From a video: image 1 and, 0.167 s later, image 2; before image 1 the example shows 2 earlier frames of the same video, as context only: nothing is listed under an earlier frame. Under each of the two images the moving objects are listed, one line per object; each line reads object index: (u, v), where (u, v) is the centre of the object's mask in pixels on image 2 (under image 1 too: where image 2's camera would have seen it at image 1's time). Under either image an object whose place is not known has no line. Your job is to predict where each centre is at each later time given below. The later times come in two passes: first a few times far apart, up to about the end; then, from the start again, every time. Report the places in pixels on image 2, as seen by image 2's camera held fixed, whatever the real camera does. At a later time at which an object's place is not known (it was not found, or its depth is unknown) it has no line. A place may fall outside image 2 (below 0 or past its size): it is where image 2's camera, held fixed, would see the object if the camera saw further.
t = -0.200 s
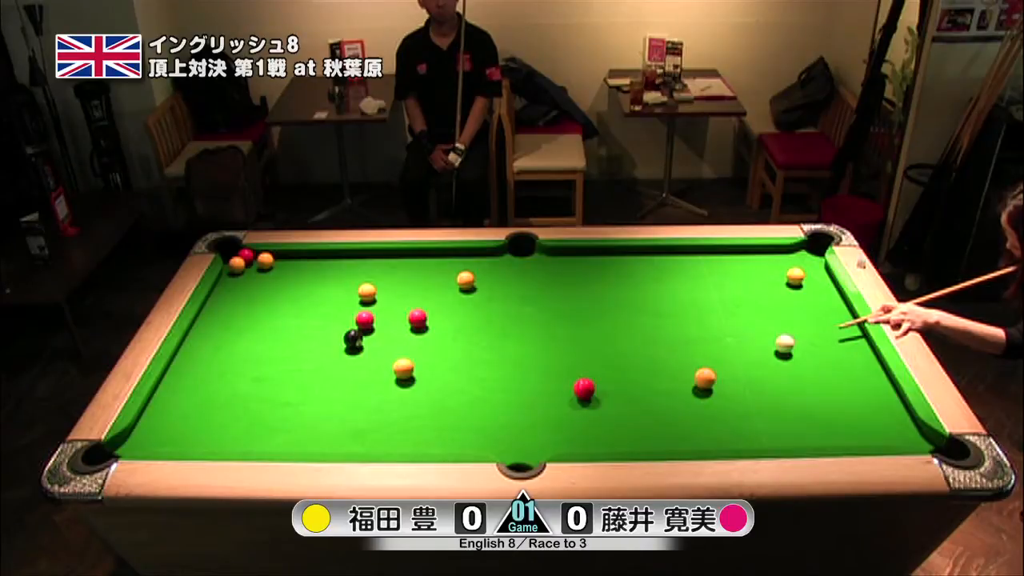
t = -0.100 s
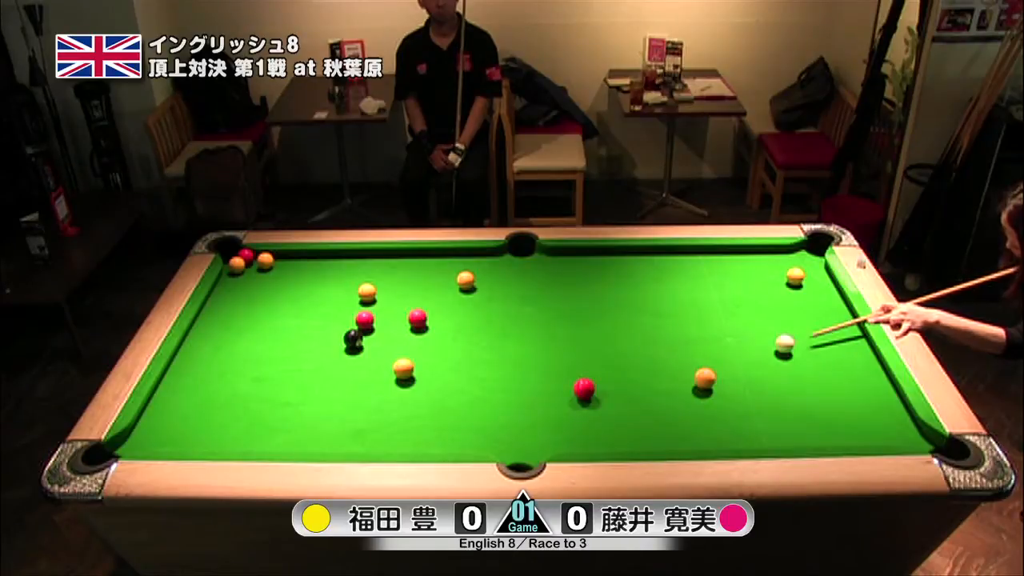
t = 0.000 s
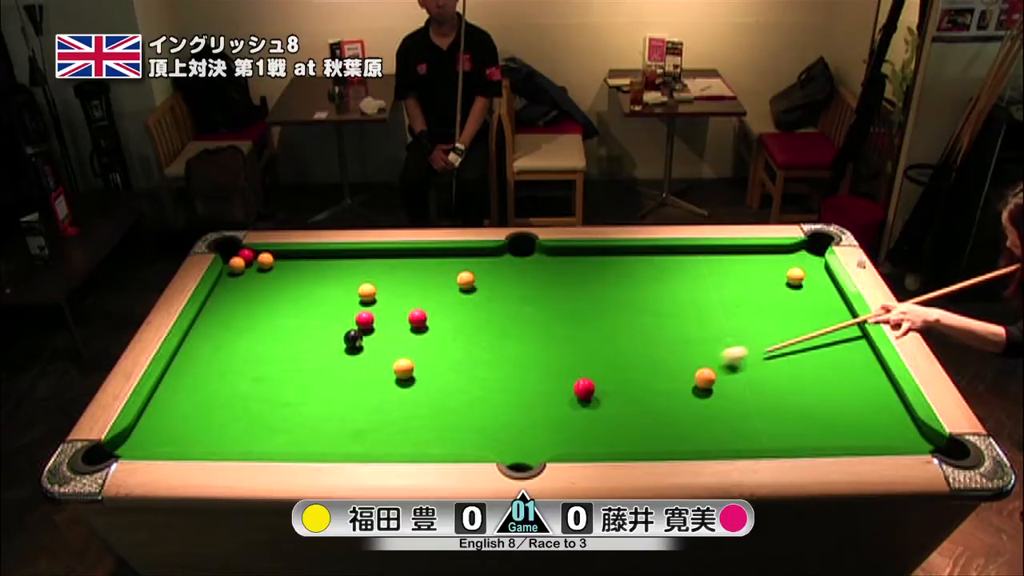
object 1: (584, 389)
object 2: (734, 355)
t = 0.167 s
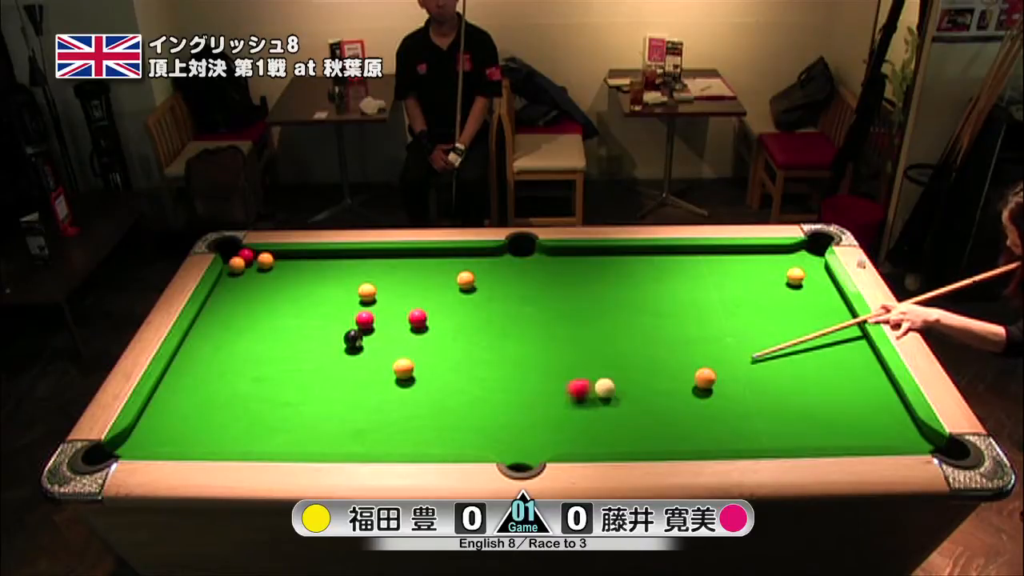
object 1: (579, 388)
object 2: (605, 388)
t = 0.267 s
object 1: (513, 395)
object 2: (608, 397)
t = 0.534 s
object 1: (378, 410)
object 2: (597, 421)
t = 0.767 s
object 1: (269, 421)
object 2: (587, 441)
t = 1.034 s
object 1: (148, 433)
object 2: (578, 437)
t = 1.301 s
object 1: (140, 429)
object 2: (571, 427)
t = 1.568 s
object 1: (160, 407)
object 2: (566, 418)
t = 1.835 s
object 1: (178, 390)
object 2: (562, 412)
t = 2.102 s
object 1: (193, 375)
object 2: (560, 408)
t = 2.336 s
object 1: (205, 365)
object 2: (560, 407)
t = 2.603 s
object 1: (215, 355)
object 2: (560, 407)
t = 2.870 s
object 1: (222, 347)
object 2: (560, 407)
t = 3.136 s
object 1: (228, 342)
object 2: (560, 407)
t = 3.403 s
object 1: (231, 338)
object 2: (560, 407)
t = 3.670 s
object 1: (232, 337)
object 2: (560, 407)
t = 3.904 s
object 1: (232, 336)
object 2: (560, 407)
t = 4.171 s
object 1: (232, 336)
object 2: (560, 407)
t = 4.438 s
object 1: (232, 336)
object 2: (560, 407)
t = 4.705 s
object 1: (232, 336)
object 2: (560, 407)
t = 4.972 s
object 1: (232, 336)
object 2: (560, 407)
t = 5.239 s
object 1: (232, 336)
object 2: (560, 407)
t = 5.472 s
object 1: (232, 336)
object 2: (560, 407)
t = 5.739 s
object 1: (232, 336)
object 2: (560, 407)
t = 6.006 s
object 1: (232, 336)
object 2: (560, 407)
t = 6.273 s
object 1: (232, 336)
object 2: (560, 407)
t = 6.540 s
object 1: (232, 336)
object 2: (560, 407)
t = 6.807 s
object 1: (232, 336)
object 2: (560, 407)
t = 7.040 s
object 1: (232, 336)
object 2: (560, 407)
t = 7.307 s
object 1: (232, 336)
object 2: (560, 407)
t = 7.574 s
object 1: (232, 336)
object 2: (560, 407)
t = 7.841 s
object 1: (232, 336)
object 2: (560, 407)
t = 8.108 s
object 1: (232, 337)
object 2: (560, 407)
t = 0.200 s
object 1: (556, 391)
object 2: (607, 391)
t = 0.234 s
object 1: (534, 393)
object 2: (608, 394)
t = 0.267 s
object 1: (513, 395)
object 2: (608, 397)
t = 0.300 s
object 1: (493, 397)
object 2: (607, 400)
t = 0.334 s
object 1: (475, 400)
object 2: (606, 403)
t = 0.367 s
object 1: (458, 402)
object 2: (604, 406)
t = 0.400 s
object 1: (441, 404)
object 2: (603, 409)
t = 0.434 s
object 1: (426, 405)
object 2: (601, 412)
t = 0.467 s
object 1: (410, 406)
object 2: (600, 415)
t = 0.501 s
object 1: (394, 408)
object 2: (599, 418)
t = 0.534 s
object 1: (378, 410)
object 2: (597, 421)
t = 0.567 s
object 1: (362, 411)
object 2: (596, 424)
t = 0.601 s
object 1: (347, 413)
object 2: (594, 427)
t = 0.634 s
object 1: (331, 414)
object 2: (593, 431)
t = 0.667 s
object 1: (315, 416)
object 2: (592, 433)
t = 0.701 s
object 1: (300, 417)
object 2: (591, 437)
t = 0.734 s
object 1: (284, 419)
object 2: (589, 439)
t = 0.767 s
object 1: (269, 421)
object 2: (587, 441)
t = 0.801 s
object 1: (254, 422)
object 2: (586, 443)
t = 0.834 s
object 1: (238, 424)
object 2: (584, 444)
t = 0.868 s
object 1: (223, 425)
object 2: (583, 443)
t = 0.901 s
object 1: (208, 427)
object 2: (582, 442)
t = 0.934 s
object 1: (193, 428)
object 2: (581, 441)
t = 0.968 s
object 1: (178, 430)
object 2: (580, 440)
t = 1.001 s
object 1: (163, 431)
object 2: (579, 439)
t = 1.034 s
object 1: (148, 433)
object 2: (578, 437)
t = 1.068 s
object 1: (133, 435)
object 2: (578, 436)
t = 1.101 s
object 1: (133, 440)
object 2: (576, 434)
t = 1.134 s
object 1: (136, 444)
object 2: (576, 433)
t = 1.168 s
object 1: (137, 443)
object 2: (575, 432)
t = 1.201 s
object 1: (138, 440)
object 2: (574, 430)
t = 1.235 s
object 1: (139, 436)
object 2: (573, 429)
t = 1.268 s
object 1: (140, 433)
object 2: (572, 428)
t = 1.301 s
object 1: (140, 429)
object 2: (571, 427)
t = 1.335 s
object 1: (141, 426)
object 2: (571, 426)
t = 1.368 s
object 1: (144, 423)
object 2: (570, 424)
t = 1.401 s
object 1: (147, 420)
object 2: (569, 423)
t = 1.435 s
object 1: (149, 418)
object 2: (568, 422)
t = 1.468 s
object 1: (152, 415)
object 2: (568, 421)
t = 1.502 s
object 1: (155, 412)
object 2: (567, 420)
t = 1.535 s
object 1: (157, 410)
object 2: (566, 419)
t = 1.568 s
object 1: (160, 407)
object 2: (566, 418)
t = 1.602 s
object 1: (162, 405)
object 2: (565, 417)
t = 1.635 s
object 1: (165, 403)
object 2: (565, 417)
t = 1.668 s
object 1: (167, 401)
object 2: (564, 416)
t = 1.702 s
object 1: (169, 398)
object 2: (564, 415)
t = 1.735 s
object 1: (172, 396)
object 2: (563, 414)
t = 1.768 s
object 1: (174, 394)
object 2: (563, 413)
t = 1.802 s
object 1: (176, 392)
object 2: (562, 413)
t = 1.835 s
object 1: (178, 390)
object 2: (562, 412)
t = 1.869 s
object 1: (180, 388)
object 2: (562, 412)
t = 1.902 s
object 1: (182, 386)
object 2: (561, 411)
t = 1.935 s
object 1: (184, 384)
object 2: (561, 410)
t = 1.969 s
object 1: (186, 382)
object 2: (561, 410)
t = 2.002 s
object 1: (188, 380)
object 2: (561, 409)
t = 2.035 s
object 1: (190, 378)
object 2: (560, 409)
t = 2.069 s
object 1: (192, 377)
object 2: (560, 408)
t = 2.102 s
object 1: (193, 375)
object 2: (560, 408)
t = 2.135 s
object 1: (195, 374)
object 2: (560, 408)
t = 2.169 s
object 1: (197, 372)
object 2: (560, 408)
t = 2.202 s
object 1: (199, 370)
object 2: (560, 407)
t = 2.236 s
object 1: (200, 369)
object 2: (560, 407)
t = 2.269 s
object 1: (202, 367)
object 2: (560, 407)
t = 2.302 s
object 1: (203, 366)
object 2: (560, 407)
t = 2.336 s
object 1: (205, 365)
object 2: (560, 407)
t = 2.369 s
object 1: (206, 363)
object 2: (560, 406)
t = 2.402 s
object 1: (207, 362)
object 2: (560, 406)
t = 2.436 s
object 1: (209, 361)
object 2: (560, 406)
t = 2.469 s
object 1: (210, 360)
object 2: (560, 406)
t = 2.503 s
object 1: (211, 359)
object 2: (560, 406)
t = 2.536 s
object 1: (212, 357)
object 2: (560, 407)
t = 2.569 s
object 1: (213, 356)
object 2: (560, 407)
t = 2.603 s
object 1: (215, 355)
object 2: (560, 407)
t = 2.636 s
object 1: (216, 354)
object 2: (560, 407)
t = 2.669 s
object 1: (217, 353)
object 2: (560, 407)
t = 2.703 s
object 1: (218, 352)
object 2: (560, 407)
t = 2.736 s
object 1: (219, 351)
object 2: (560, 407)
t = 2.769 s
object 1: (220, 350)
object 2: (560, 407)
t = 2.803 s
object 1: (220, 349)
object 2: (560, 407)
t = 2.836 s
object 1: (221, 348)
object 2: (560, 407)
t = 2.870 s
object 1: (222, 347)
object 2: (560, 407)
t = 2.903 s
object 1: (223, 347)
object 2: (560, 407)
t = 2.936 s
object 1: (224, 346)
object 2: (560, 407)
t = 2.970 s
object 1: (224, 345)
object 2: (560, 407)
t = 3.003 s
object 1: (225, 345)
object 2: (560, 407)
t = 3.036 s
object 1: (226, 344)
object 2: (560, 407)
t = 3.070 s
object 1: (227, 343)
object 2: (560, 407)
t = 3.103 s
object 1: (227, 342)
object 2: (560, 407)
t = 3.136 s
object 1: (228, 342)
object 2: (560, 407)
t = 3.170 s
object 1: (228, 341)
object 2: (560, 407)
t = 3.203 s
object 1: (229, 341)
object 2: (560, 407)
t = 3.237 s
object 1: (229, 340)
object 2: (560, 407)
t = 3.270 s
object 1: (230, 340)
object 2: (560, 407)
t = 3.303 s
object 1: (230, 339)
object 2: (560, 407)
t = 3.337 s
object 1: (231, 339)
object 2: (560, 407)
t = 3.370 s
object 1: (231, 338)
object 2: (560, 407)
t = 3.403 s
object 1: (231, 338)
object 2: (560, 407)
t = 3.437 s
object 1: (231, 338)
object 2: (560, 407)
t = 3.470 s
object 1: (232, 338)
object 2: (560, 407)
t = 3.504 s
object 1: (232, 337)
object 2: (560, 407)
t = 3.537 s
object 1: (232, 337)
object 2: (560, 407)
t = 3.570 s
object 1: (232, 337)
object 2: (560, 407)
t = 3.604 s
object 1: (232, 337)
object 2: (560, 407)
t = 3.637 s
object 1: (232, 337)
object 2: (560, 407)
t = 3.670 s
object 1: (232, 337)
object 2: (560, 407)
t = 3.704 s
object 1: (232, 337)
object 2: (560, 407)
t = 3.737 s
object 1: (232, 337)
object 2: (560, 407)
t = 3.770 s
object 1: (232, 337)
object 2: (560, 407)
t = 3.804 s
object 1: (232, 336)
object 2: (560, 407)
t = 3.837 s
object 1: (232, 336)
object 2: (560, 407)
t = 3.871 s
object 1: (232, 336)
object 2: (560, 407)
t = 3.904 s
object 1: (232, 336)
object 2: (560, 407)
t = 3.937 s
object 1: (232, 336)
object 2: (560, 407)
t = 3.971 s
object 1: (232, 336)
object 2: (560, 407)
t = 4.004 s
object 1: (232, 336)
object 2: (560, 407)
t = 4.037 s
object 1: (232, 336)
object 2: (560, 407)
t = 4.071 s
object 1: (232, 336)
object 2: (560, 407)
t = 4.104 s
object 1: (232, 336)
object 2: (560, 407)
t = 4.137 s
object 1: (232, 336)
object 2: (560, 407)
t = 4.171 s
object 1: (232, 336)
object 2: (560, 407)
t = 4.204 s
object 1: (232, 336)
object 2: (560, 407)
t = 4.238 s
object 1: (232, 336)
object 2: (560, 407)
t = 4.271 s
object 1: (232, 336)
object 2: (560, 407)
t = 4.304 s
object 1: (232, 336)
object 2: (560, 407)
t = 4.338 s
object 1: (232, 336)
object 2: (560, 407)
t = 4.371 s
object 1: (232, 336)
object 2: (560, 407)
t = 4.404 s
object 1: (232, 336)
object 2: (560, 407)
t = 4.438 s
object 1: (232, 336)
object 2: (560, 407)
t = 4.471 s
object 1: (232, 336)
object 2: (560, 407)
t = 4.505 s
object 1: (232, 336)
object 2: (560, 407)
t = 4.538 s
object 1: (232, 336)
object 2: (560, 407)
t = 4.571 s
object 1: (232, 336)
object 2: (560, 407)
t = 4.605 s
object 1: (232, 336)
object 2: (560, 407)
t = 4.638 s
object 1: (232, 336)
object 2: (560, 407)
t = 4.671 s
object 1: (232, 336)
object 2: (560, 407)
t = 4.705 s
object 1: (232, 336)
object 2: (560, 407)
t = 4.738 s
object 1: (232, 336)
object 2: (560, 407)
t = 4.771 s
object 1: (232, 336)
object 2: (560, 407)
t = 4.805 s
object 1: (232, 336)
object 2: (560, 407)
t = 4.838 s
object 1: (232, 336)
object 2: (560, 407)
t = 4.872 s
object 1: (232, 336)
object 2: (560, 407)
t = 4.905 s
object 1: (232, 336)
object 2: (560, 407)
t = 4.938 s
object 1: (232, 336)
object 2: (560, 407)
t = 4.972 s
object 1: (232, 336)
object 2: (560, 407)
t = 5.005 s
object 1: (232, 336)
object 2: (560, 407)
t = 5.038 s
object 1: (232, 336)
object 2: (560, 407)
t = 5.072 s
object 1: (232, 336)
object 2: (560, 407)
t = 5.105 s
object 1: (232, 336)
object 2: (560, 407)
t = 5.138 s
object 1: (232, 336)
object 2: (560, 407)
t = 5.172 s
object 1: (232, 336)
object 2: (560, 407)
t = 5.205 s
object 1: (232, 336)
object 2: (560, 407)
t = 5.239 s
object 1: (232, 336)
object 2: (560, 407)
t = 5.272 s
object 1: (232, 336)
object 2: (560, 407)
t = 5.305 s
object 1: (232, 336)
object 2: (560, 407)
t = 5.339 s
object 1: (232, 336)
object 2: (560, 407)
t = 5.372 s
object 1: (232, 336)
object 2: (560, 407)
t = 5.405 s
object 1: (232, 336)
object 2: (560, 407)
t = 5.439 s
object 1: (232, 336)
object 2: (560, 407)
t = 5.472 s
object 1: (232, 336)
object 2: (560, 407)
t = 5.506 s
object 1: (232, 336)
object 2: (560, 407)
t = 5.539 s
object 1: (232, 336)
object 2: (560, 407)
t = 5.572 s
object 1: (232, 336)
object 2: (560, 407)
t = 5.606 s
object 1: (232, 336)
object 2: (560, 407)
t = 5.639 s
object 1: (232, 336)
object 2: (560, 407)
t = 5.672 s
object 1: (232, 336)
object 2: (560, 407)
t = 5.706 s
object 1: (232, 336)
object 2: (560, 407)
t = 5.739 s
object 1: (232, 336)
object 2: (560, 407)
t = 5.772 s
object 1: (232, 336)
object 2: (560, 407)
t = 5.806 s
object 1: (232, 336)
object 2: (560, 407)
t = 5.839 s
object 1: (232, 336)
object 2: (560, 407)
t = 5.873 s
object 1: (232, 336)
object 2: (560, 407)
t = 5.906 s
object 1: (232, 336)
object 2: (560, 407)
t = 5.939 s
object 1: (232, 336)
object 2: (560, 407)
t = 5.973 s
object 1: (232, 336)
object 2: (560, 407)
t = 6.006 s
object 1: (232, 336)
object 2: (560, 407)
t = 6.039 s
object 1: (232, 336)
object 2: (560, 407)
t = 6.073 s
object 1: (232, 336)
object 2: (560, 407)
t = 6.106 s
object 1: (232, 336)
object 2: (560, 407)
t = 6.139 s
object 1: (232, 336)
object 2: (560, 407)
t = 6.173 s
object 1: (232, 336)
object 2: (560, 407)
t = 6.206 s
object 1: (232, 336)
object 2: (560, 407)
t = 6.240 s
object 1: (232, 336)
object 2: (560, 407)
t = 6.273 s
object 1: (232, 336)
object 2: (560, 407)
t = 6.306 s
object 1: (232, 336)
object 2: (560, 407)
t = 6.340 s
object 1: (232, 336)
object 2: (560, 407)
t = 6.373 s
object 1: (232, 336)
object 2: (560, 407)
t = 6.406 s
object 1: (232, 336)
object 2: (560, 407)
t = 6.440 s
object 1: (232, 336)
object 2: (560, 407)
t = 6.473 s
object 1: (232, 336)
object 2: (560, 407)
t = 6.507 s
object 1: (232, 336)
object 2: (560, 407)
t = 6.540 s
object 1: (232, 336)
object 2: (560, 407)
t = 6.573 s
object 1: (232, 336)
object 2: (560, 407)
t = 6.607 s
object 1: (232, 336)
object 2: (560, 407)
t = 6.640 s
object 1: (232, 336)
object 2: (560, 407)
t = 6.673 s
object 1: (232, 336)
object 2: (560, 407)
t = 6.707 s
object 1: (232, 336)
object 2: (560, 407)
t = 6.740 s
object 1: (232, 336)
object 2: (560, 407)
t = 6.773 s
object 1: (232, 336)
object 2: (560, 407)
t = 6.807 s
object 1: (232, 336)
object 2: (560, 407)
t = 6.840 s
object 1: (232, 336)
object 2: (560, 407)
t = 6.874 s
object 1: (232, 336)
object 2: (560, 407)
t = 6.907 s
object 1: (232, 336)
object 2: (560, 407)
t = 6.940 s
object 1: (232, 336)
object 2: (560, 407)
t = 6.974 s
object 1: (232, 336)
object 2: (560, 407)
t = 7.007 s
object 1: (232, 336)
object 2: (560, 407)
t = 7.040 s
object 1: (232, 336)
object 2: (560, 407)
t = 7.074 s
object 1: (232, 336)
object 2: (560, 407)
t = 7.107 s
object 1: (232, 336)
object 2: (560, 407)
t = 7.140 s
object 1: (232, 336)
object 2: (560, 407)
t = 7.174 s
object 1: (232, 336)
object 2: (560, 407)
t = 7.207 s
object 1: (232, 336)
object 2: (560, 407)
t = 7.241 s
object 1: (232, 336)
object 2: (560, 407)
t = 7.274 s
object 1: (232, 336)
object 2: (560, 407)
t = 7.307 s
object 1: (232, 336)
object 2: (560, 407)
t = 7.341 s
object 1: (232, 336)
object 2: (560, 407)
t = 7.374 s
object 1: (232, 336)
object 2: (560, 407)
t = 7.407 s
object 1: (232, 336)
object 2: (560, 407)
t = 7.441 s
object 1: (232, 336)
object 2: (560, 407)
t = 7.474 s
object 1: (232, 336)
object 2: (560, 407)
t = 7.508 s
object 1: (232, 336)
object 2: (560, 407)
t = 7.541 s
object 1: (232, 336)
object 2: (560, 407)
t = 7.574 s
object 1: (232, 336)
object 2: (560, 407)
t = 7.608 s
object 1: (232, 336)
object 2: (560, 407)
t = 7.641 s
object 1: (232, 336)
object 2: (560, 407)
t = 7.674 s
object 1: (232, 336)
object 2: (560, 407)
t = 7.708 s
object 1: (232, 336)
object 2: (560, 407)
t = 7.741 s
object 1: (232, 336)
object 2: (560, 407)
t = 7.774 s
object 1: (232, 336)
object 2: (560, 407)
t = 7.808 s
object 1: (232, 336)
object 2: (560, 407)
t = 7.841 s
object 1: (232, 336)
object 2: (560, 407)
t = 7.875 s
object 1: (232, 336)
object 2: (560, 407)
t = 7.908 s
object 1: (232, 336)
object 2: (560, 407)
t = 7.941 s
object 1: (232, 336)
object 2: (560, 407)
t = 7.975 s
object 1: (232, 336)
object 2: (560, 407)
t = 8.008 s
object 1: (232, 336)
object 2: (560, 407)
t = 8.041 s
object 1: (232, 337)
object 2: (560, 407)
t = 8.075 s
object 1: (232, 336)
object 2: (560, 407)
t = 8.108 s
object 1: (232, 337)
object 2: (560, 407)
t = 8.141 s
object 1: (232, 337)
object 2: (560, 407)
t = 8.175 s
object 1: (232, 336)
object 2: (560, 407)
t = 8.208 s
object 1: (232, 336)
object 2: (560, 407)
